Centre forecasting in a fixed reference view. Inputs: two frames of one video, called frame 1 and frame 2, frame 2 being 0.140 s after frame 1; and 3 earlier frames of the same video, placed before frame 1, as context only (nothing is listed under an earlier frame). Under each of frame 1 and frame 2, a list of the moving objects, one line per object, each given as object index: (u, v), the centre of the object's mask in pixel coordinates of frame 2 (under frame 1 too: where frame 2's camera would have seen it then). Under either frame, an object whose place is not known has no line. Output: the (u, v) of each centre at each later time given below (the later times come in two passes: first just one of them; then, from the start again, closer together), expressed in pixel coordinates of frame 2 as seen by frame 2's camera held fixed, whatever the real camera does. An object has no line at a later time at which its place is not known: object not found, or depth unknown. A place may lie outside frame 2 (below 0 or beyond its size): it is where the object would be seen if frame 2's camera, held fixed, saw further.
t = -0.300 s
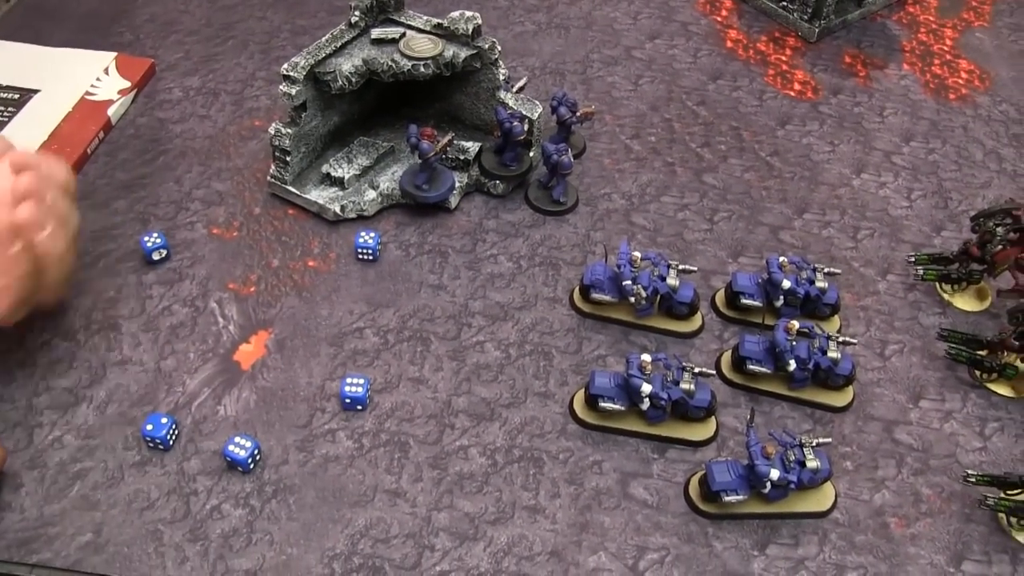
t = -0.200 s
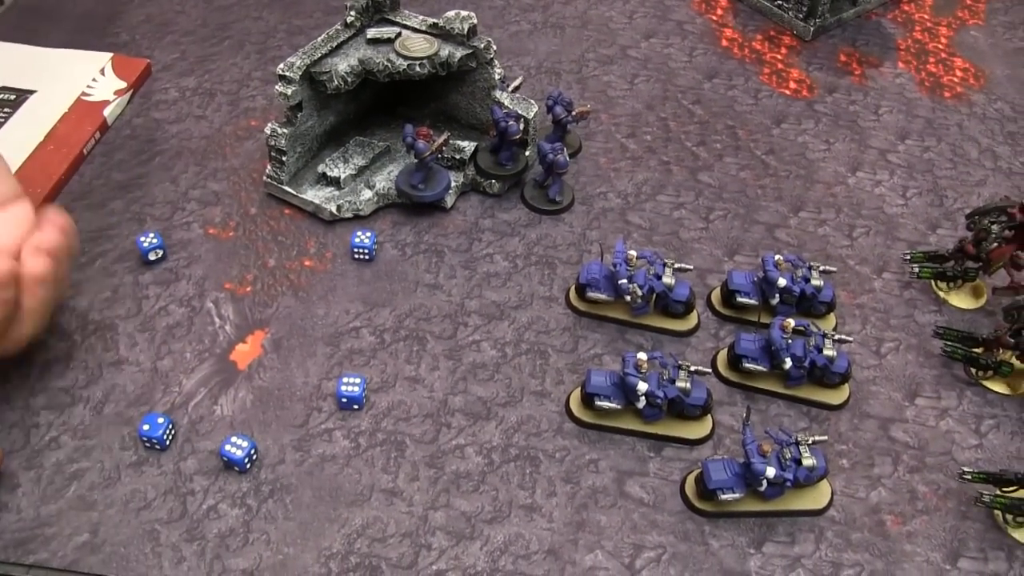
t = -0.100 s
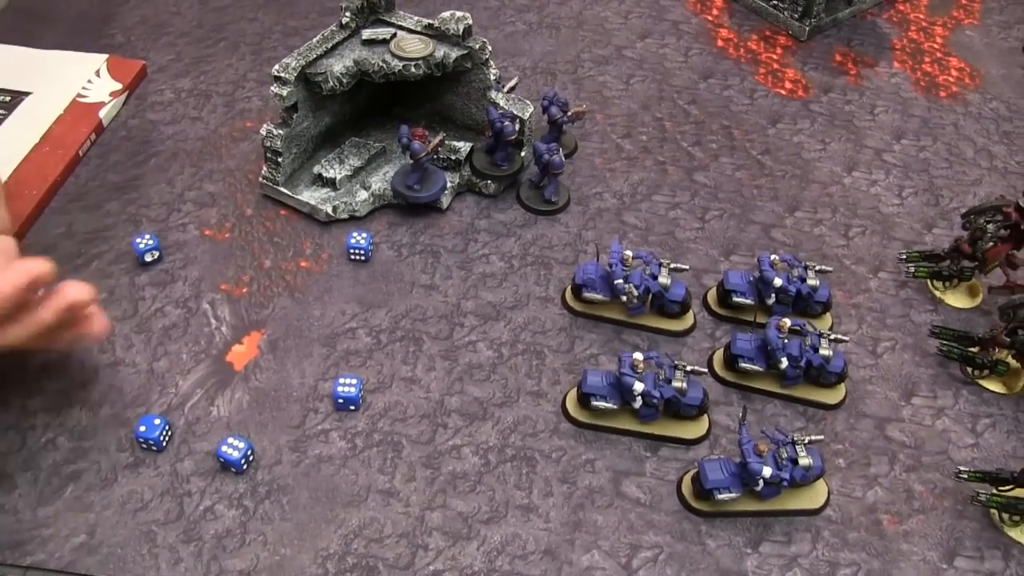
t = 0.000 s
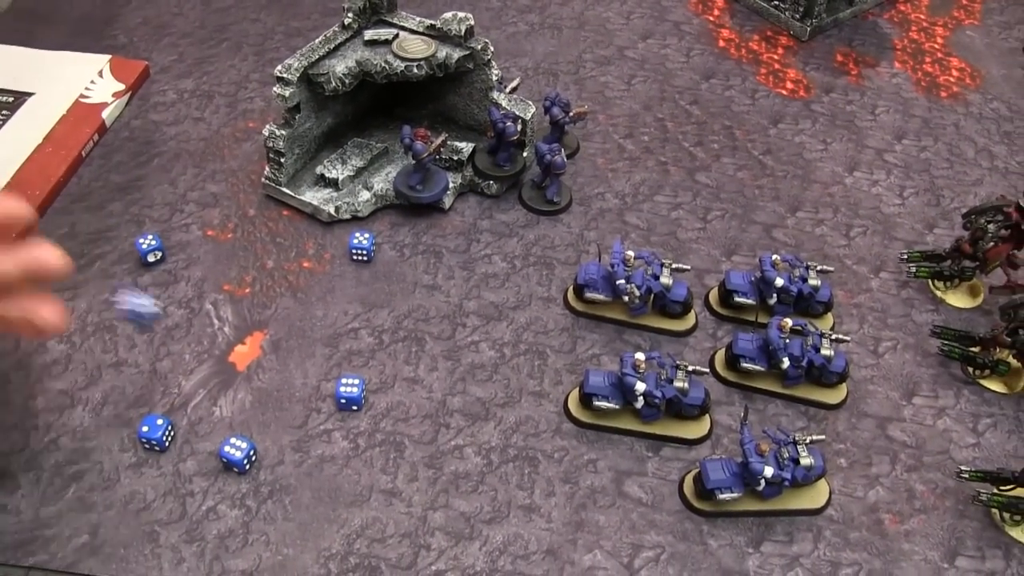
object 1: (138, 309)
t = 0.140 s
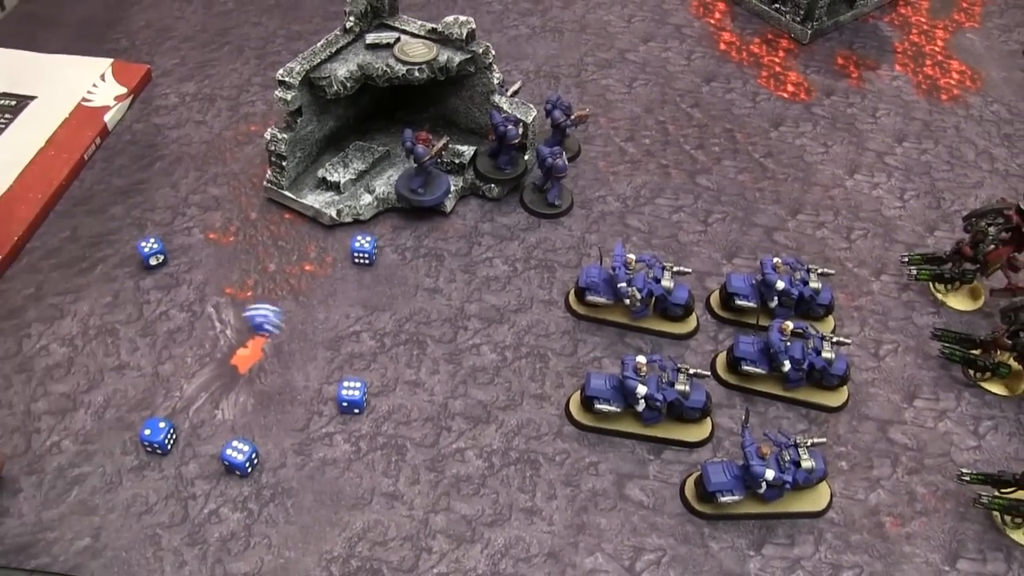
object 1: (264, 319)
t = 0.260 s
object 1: (376, 349)
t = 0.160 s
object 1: (279, 323)
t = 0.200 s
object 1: (317, 352)
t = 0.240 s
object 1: (354, 347)
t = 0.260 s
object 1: (376, 349)
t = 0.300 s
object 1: (417, 353)
